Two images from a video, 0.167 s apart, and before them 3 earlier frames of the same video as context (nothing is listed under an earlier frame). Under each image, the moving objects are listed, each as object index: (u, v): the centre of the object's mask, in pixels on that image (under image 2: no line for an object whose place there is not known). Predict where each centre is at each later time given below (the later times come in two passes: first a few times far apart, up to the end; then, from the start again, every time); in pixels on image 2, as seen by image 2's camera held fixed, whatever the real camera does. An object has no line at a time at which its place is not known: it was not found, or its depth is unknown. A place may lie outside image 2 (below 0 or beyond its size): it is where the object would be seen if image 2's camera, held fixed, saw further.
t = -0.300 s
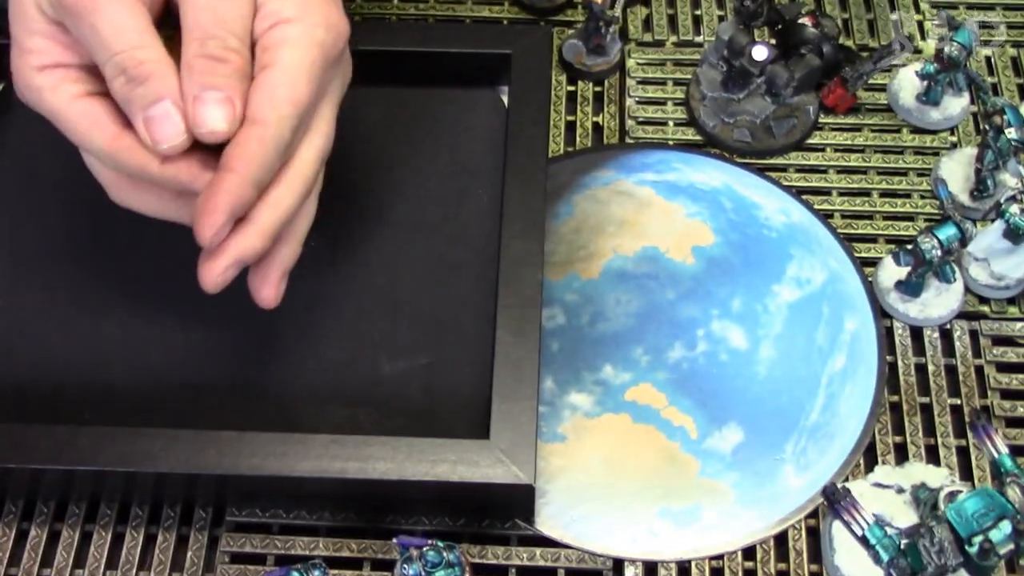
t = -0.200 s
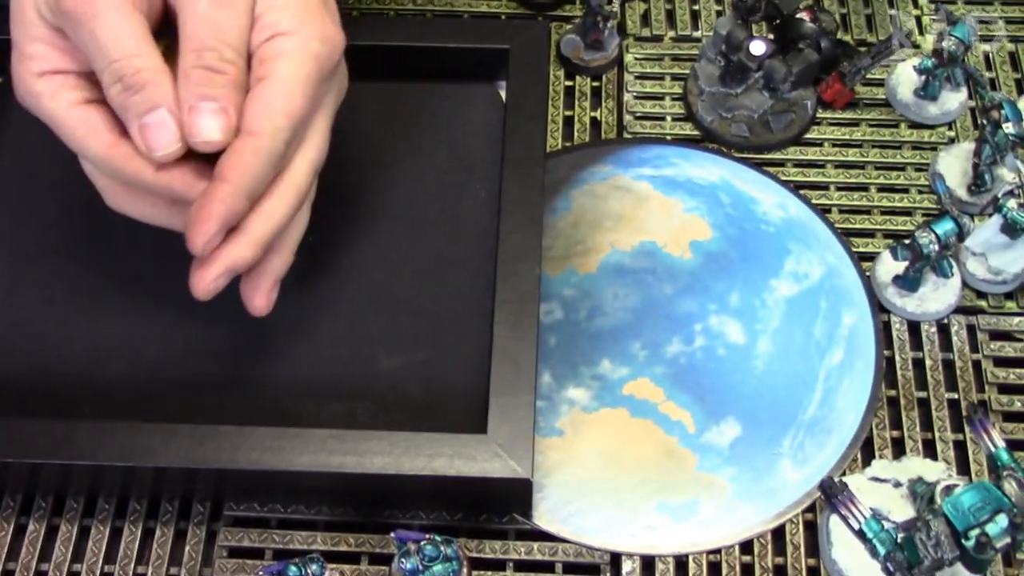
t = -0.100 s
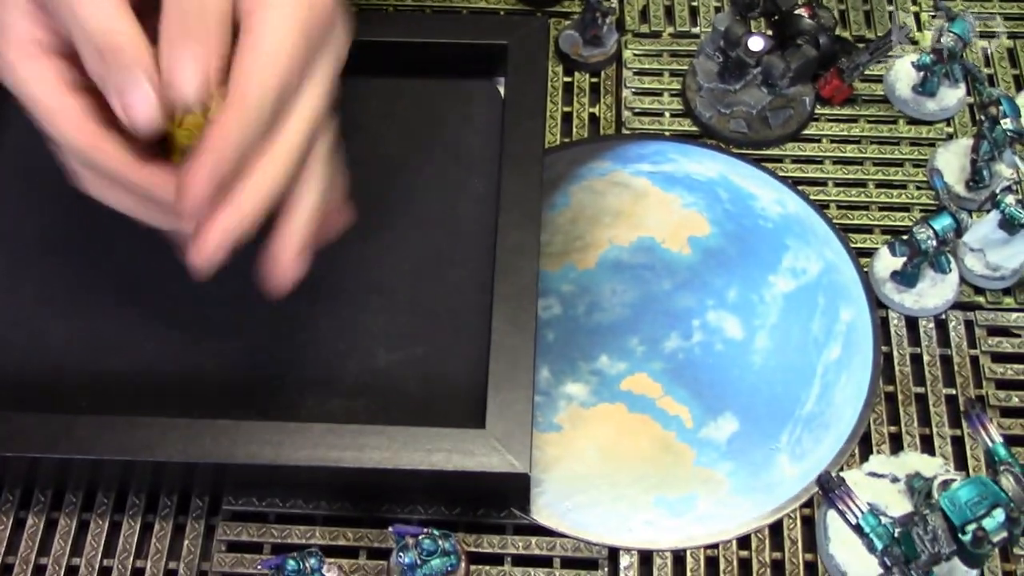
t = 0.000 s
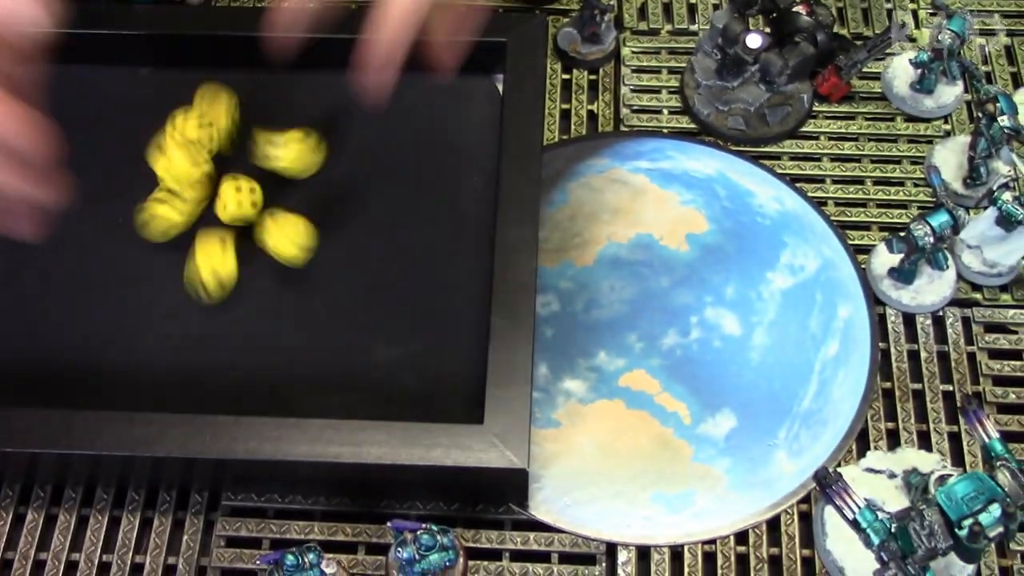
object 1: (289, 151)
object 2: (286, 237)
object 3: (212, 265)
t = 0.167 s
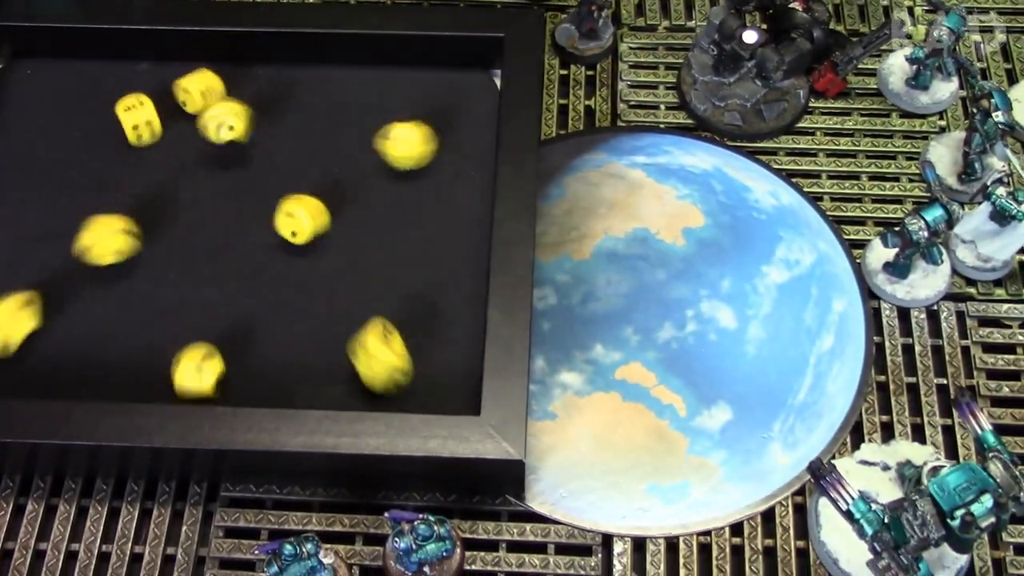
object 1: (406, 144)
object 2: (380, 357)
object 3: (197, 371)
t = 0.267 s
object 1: (455, 145)
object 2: (422, 377)
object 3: (197, 371)
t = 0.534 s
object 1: (468, 103)
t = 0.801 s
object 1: (477, 88)
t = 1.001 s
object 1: (477, 90)
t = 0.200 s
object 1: (424, 145)
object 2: (392, 379)
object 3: (194, 382)
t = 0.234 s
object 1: (440, 146)
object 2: (410, 387)
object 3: (195, 376)
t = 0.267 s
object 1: (455, 145)
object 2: (422, 377)
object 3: (197, 371)
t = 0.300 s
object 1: (464, 141)
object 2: (434, 366)
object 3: (196, 367)
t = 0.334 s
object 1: (471, 136)
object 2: (444, 360)
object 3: (195, 366)
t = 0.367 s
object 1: (471, 130)
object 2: (454, 352)
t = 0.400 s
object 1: (468, 123)
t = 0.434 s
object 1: (467, 118)
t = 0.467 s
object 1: (467, 114)
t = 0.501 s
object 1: (469, 110)
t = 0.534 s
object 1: (468, 103)
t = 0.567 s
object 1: (468, 99)
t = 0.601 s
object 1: (470, 95)
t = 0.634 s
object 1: (475, 91)
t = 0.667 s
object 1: (476, 88)
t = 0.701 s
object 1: (475, 88)
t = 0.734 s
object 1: (477, 88)
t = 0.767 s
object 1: (477, 88)
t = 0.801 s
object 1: (477, 88)
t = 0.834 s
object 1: (477, 89)
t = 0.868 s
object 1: (477, 89)
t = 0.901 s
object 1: (477, 89)
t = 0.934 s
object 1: (477, 89)
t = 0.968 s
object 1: (477, 89)
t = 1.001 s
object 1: (477, 90)
